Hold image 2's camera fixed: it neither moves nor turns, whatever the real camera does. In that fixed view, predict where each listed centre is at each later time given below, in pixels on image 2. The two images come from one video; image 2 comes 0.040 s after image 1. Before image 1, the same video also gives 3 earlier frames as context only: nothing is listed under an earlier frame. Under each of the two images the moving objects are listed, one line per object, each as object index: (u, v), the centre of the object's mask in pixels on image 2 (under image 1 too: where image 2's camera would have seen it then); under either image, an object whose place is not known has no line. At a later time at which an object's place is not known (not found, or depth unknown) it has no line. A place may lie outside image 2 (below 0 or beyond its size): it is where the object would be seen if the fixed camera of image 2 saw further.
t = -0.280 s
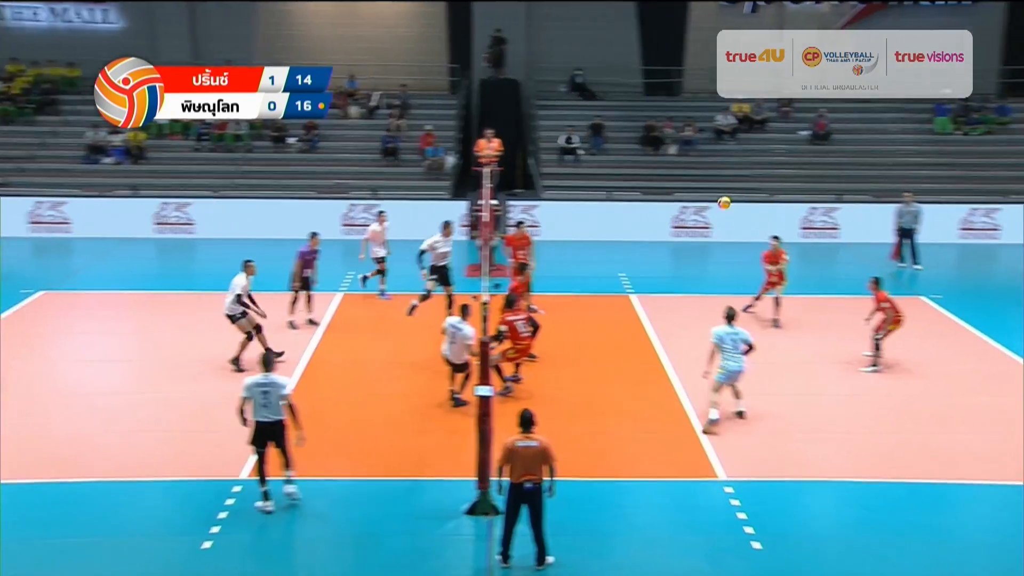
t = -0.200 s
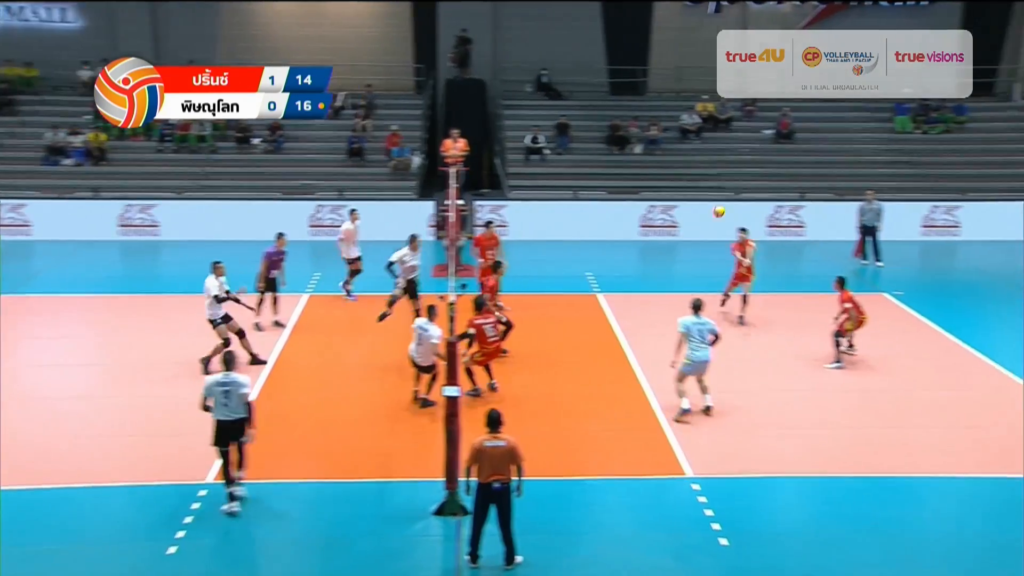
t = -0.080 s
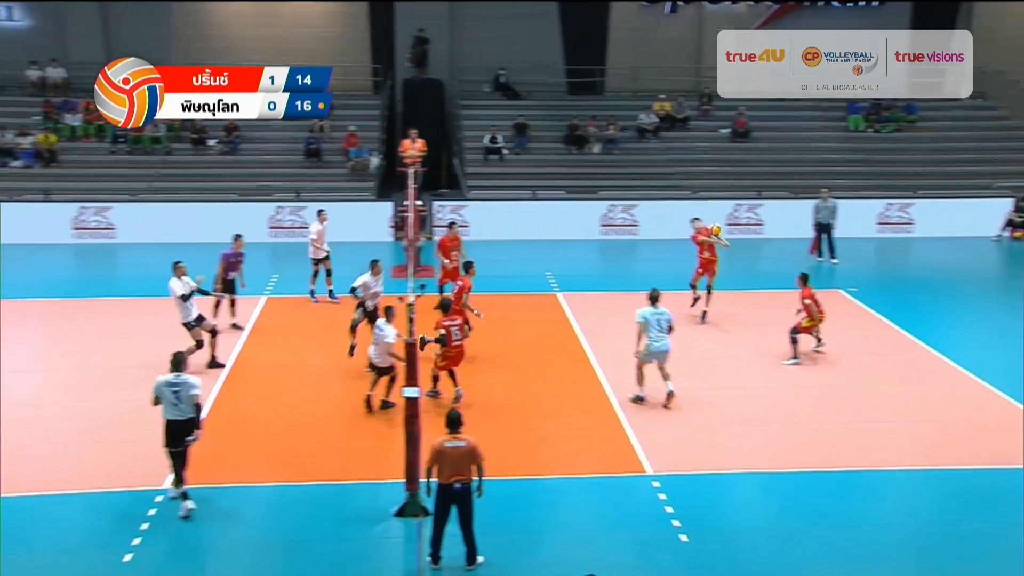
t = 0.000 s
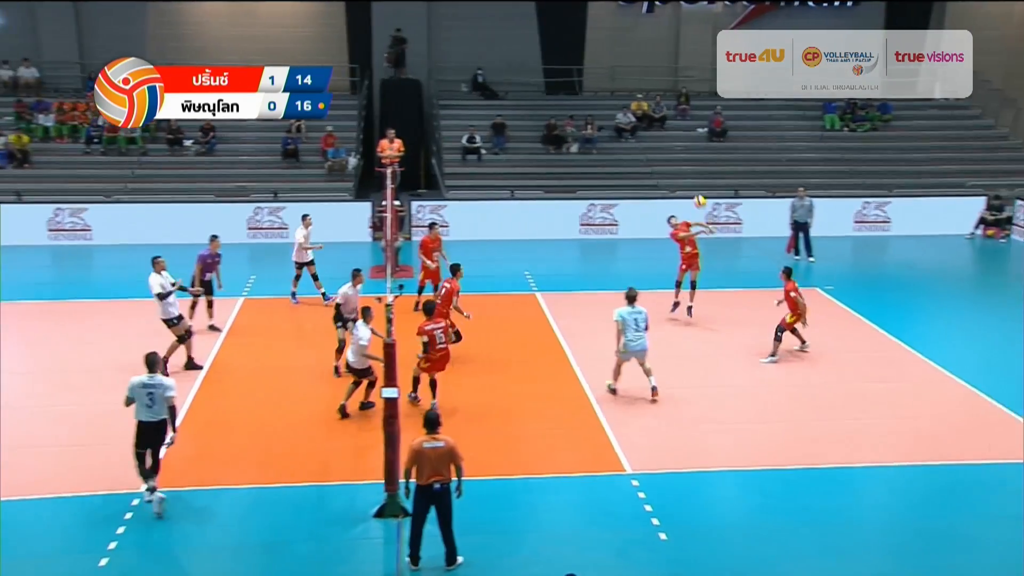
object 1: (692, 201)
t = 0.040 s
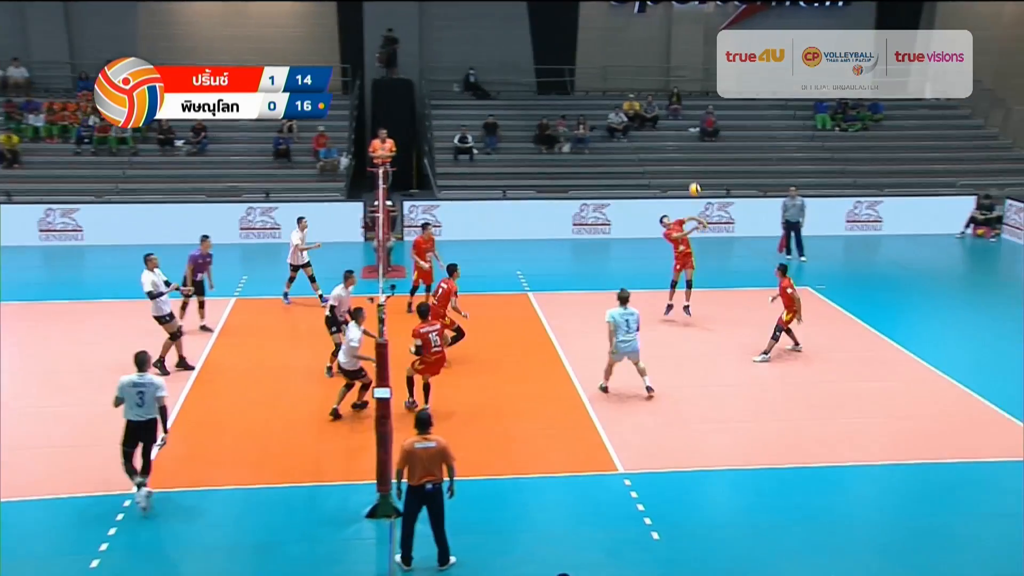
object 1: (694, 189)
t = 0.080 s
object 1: (697, 178)
